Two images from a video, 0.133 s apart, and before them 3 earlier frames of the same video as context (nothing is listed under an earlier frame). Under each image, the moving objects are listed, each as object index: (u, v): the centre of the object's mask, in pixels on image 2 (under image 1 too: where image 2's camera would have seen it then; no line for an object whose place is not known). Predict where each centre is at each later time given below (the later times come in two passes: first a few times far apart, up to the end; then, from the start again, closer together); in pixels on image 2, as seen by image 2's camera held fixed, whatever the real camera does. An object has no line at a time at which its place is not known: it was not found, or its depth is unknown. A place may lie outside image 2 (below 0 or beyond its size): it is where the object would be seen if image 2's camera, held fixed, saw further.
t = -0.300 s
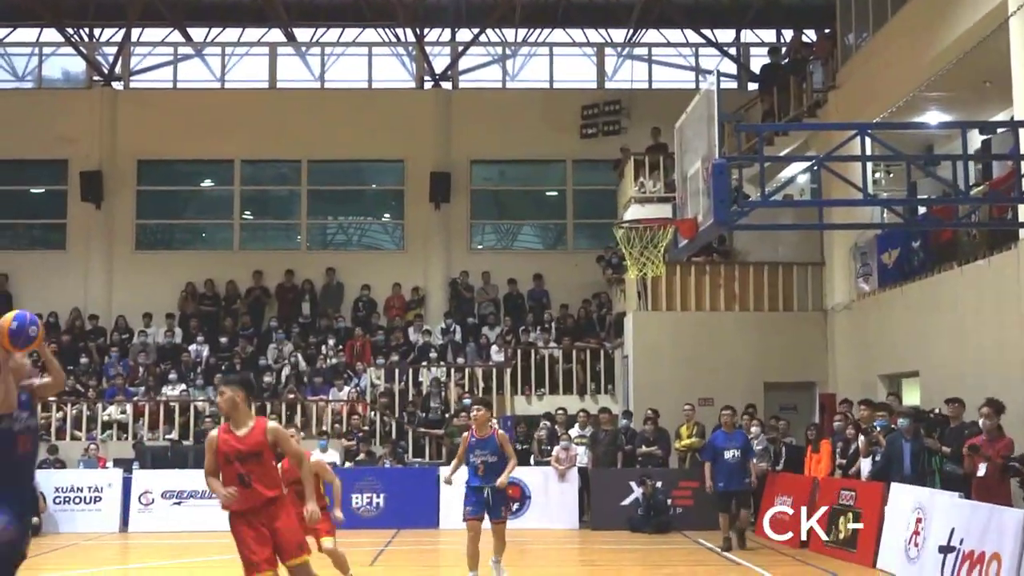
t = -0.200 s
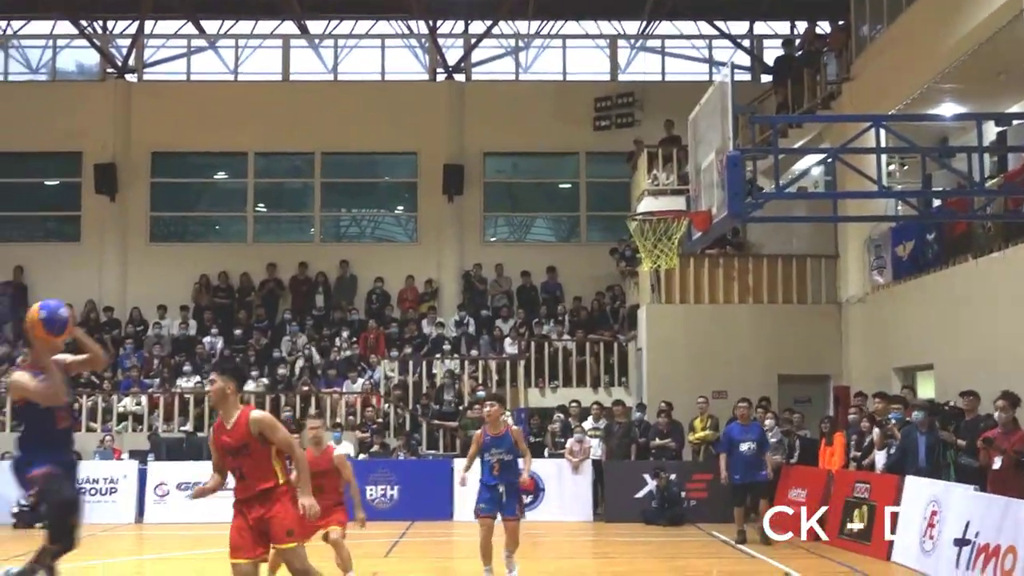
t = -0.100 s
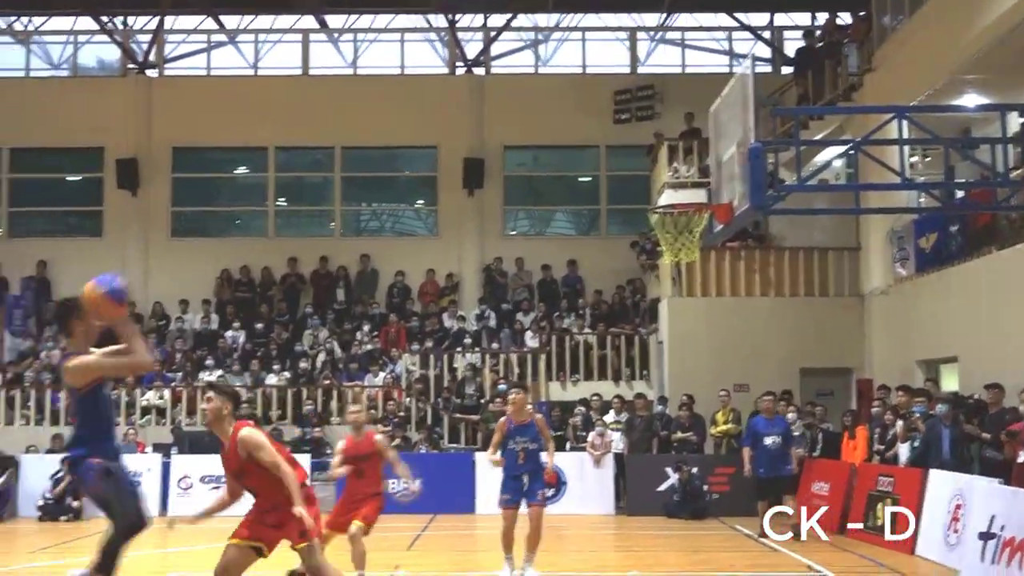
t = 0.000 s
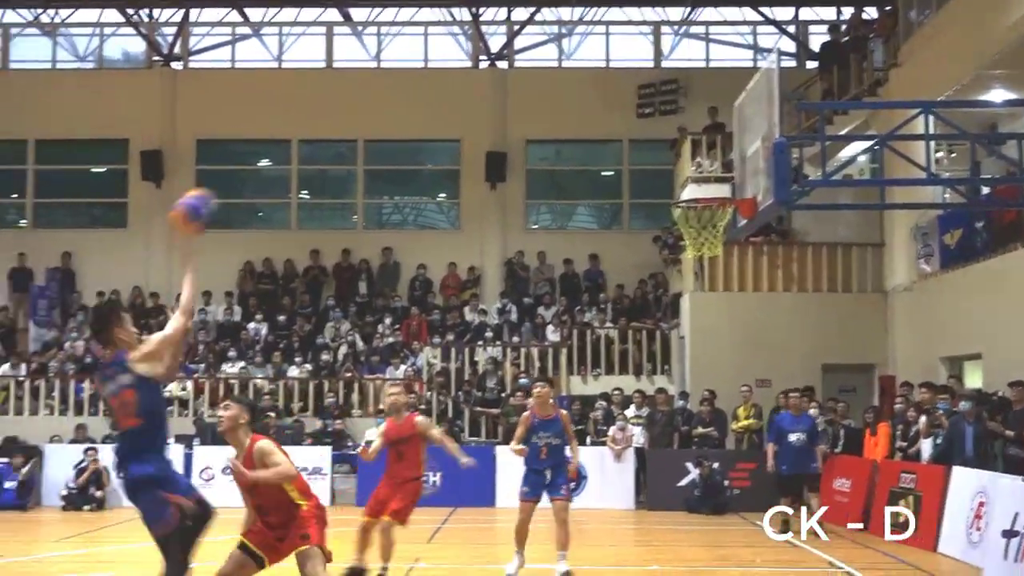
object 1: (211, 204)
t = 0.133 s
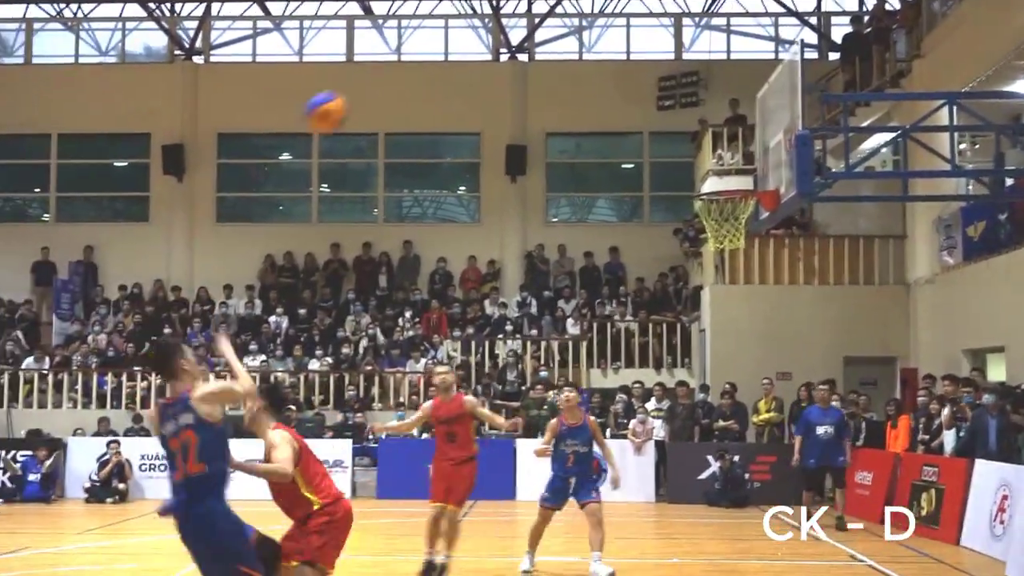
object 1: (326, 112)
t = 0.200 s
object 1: (375, 79)
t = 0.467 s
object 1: (550, 32)
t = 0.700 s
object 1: (668, 73)
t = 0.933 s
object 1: (750, 171)
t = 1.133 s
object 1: (676, 157)
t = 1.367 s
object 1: (597, 186)
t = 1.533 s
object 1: (544, 252)
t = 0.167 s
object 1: (351, 94)
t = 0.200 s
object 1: (375, 79)
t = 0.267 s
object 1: (423, 58)
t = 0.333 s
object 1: (468, 42)
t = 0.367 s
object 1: (490, 36)
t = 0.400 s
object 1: (511, 33)
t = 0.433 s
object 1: (530, 31)
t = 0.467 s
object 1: (550, 32)
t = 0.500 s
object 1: (566, 33)
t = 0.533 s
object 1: (586, 35)
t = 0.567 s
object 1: (601, 41)
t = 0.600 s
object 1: (619, 47)
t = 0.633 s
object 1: (636, 55)
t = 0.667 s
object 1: (652, 65)
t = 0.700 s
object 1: (668, 73)
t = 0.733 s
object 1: (685, 83)
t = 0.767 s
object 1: (699, 97)
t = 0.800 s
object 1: (713, 110)
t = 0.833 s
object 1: (728, 126)
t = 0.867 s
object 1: (743, 142)
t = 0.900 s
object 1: (757, 158)
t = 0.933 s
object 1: (750, 171)
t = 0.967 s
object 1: (737, 178)
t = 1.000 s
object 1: (725, 172)
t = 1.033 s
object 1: (714, 166)
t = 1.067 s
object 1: (702, 160)
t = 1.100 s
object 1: (691, 158)
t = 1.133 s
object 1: (676, 157)
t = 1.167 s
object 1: (666, 158)
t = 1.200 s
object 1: (655, 160)
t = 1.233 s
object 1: (644, 162)
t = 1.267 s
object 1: (631, 167)
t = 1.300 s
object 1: (621, 172)
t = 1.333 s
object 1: (609, 179)
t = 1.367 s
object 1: (597, 186)
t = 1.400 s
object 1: (586, 198)
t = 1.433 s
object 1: (576, 209)
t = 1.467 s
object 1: (565, 222)
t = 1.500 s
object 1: (556, 235)
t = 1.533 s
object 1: (544, 252)
